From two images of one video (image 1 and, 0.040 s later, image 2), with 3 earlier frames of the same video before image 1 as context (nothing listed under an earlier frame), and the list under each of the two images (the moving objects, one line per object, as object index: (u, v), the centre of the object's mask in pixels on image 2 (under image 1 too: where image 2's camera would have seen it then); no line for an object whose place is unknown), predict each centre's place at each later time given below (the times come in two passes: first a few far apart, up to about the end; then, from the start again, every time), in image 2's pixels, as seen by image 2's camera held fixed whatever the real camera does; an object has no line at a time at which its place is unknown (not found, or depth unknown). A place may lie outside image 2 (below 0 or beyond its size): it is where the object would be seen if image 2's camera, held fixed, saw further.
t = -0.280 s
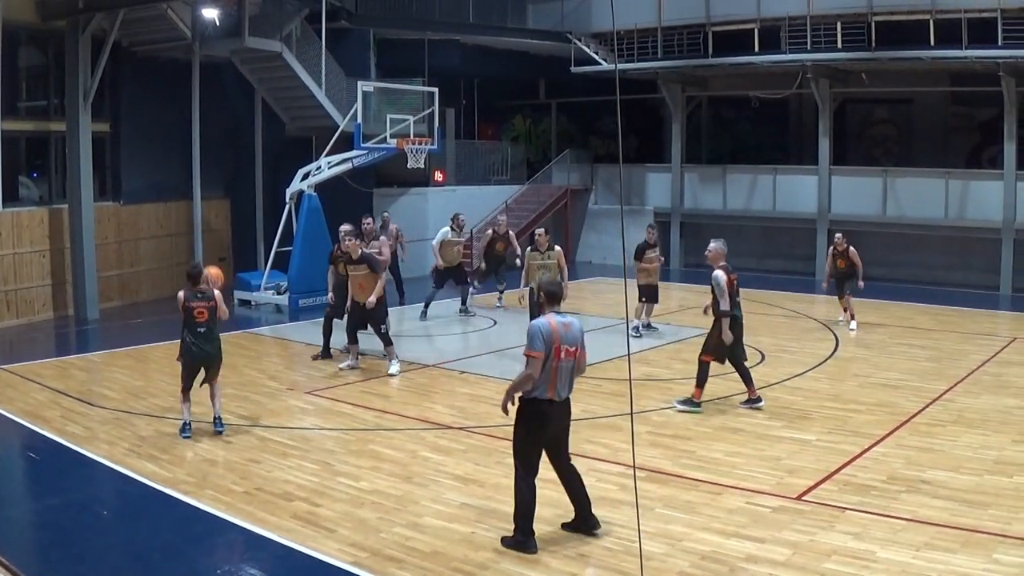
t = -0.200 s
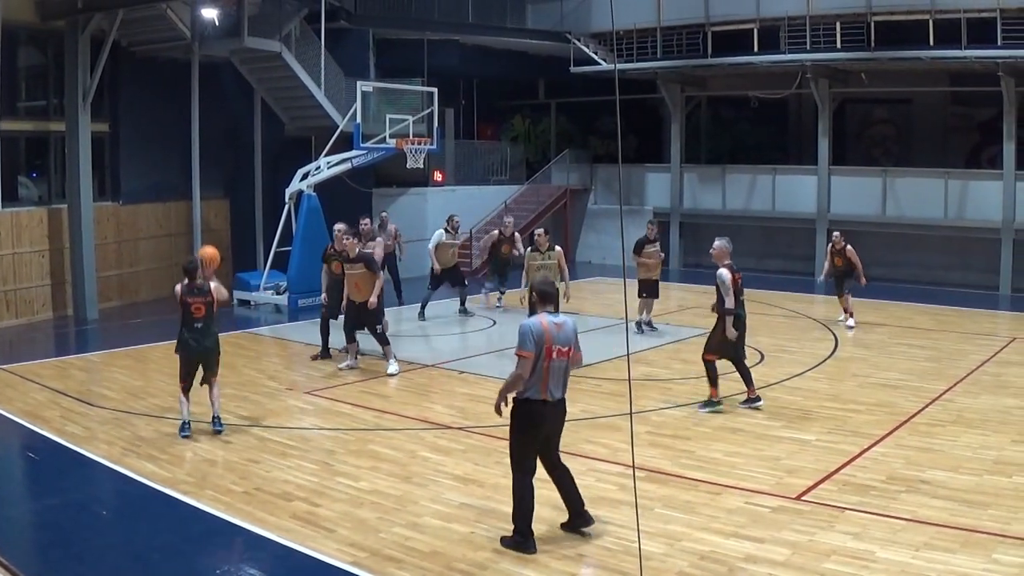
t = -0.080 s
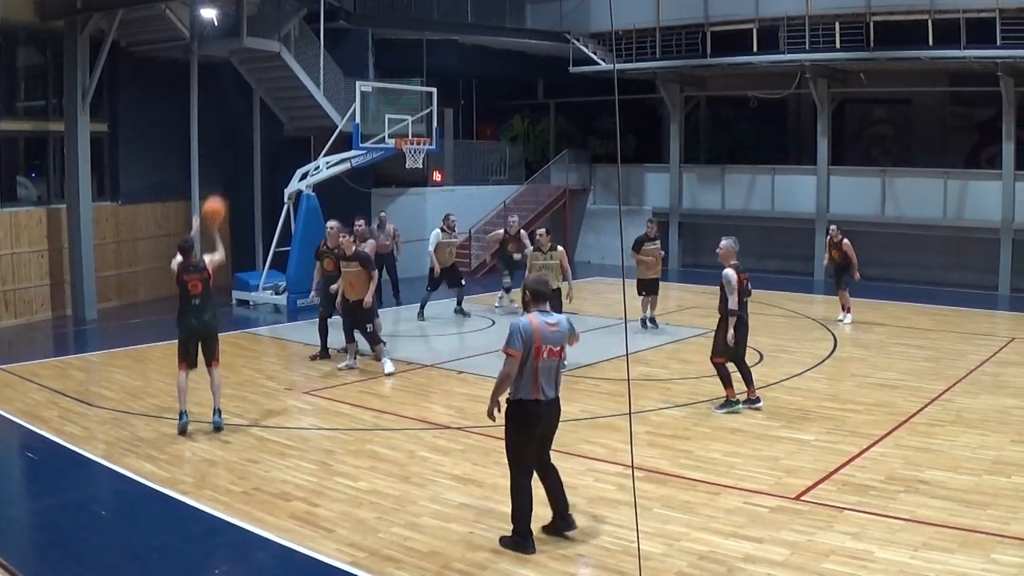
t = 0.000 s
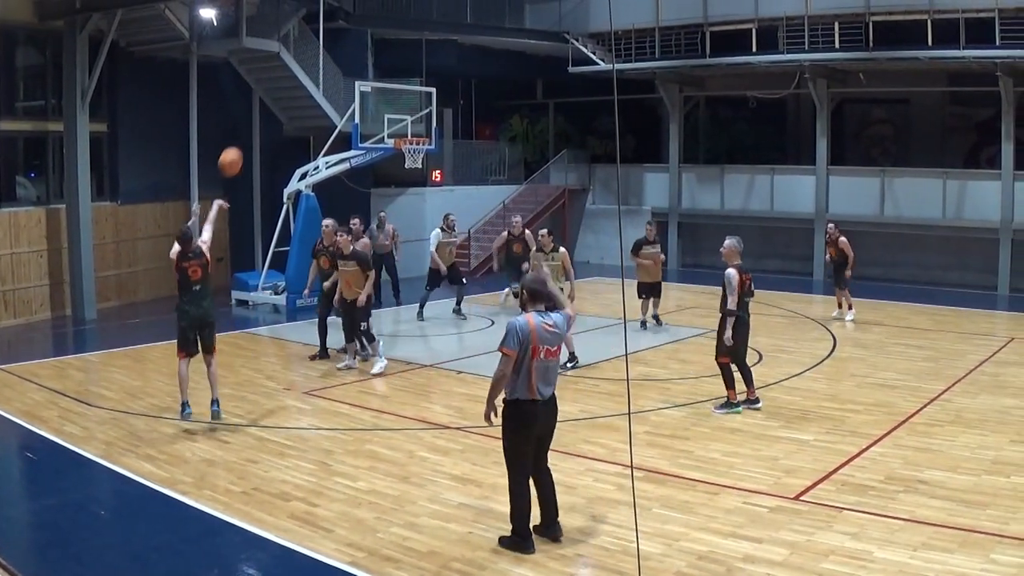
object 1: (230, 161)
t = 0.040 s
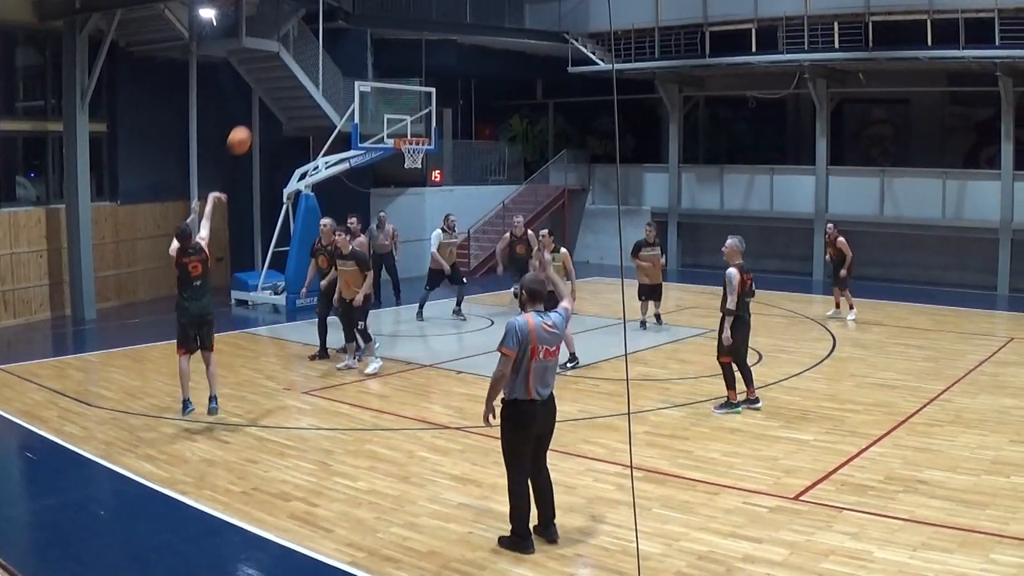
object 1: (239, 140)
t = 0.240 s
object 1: (282, 64)
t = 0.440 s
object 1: (318, 30)
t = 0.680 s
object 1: (353, 33)
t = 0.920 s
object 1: (383, 69)
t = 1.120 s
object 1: (405, 121)
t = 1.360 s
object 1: (438, 88)
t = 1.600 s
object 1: (474, 62)
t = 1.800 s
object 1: (506, 67)
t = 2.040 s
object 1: (545, 105)
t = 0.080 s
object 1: (248, 121)
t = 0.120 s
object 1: (257, 103)
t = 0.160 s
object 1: (266, 88)
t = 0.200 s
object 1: (274, 75)
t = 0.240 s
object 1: (282, 64)
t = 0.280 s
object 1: (290, 53)
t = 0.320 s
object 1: (297, 46)
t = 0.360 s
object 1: (304, 40)
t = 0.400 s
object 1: (311, 34)
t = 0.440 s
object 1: (318, 30)
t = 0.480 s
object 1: (324, 28)
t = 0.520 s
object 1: (331, 27)
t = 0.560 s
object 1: (336, 27)
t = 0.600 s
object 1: (342, 28)
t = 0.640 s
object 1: (348, 29)
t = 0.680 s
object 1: (353, 33)
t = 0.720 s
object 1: (359, 36)
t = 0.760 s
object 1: (364, 41)
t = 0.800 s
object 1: (369, 47)
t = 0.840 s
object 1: (373, 54)
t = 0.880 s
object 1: (378, 61)
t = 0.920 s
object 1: (383, 69)
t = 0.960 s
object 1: (387, 77)
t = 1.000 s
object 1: (392, 88)
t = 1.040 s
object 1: (396, 98)
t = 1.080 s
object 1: (401, 109)
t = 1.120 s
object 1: (405, 121)
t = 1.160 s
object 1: (408, 132)
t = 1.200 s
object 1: (414, 123)
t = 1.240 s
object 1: (420, 113)
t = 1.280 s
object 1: (425, 104)
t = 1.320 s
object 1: (432, 96)
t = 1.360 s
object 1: (438, 88)
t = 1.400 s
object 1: (443, 81)
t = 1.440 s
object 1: (449, 76)
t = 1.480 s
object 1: (456, 71)
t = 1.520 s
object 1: (462, 67)
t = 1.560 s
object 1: (468, 64)
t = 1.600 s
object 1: (474, 62)
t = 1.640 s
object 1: (480, 61)
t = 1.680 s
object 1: (487, 61)
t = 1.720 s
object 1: (493, 62)
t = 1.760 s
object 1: (500, 64)
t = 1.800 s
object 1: (506, 67)
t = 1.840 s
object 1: (512, 71)
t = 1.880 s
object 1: (519, 75)
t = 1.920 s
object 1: (525, 81)
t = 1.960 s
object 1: (532, 89)
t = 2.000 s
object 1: (538, 96)
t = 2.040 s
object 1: (545, 105)
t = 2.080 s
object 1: (551, 115)
